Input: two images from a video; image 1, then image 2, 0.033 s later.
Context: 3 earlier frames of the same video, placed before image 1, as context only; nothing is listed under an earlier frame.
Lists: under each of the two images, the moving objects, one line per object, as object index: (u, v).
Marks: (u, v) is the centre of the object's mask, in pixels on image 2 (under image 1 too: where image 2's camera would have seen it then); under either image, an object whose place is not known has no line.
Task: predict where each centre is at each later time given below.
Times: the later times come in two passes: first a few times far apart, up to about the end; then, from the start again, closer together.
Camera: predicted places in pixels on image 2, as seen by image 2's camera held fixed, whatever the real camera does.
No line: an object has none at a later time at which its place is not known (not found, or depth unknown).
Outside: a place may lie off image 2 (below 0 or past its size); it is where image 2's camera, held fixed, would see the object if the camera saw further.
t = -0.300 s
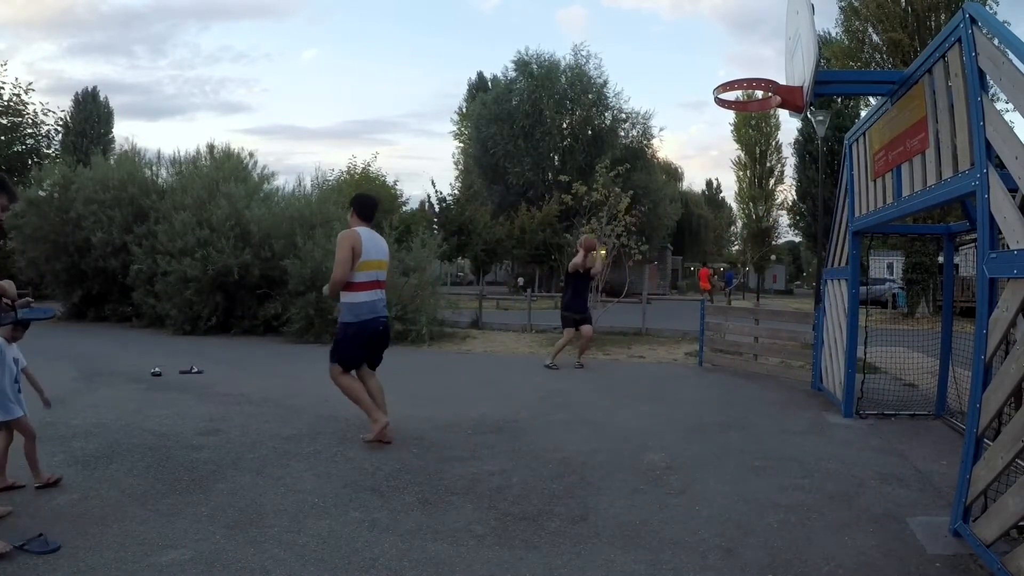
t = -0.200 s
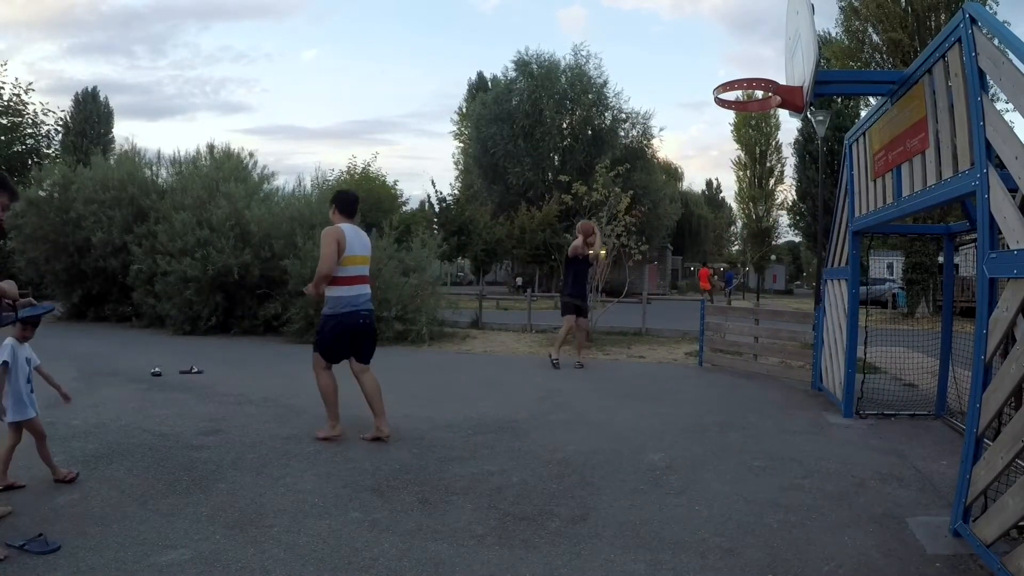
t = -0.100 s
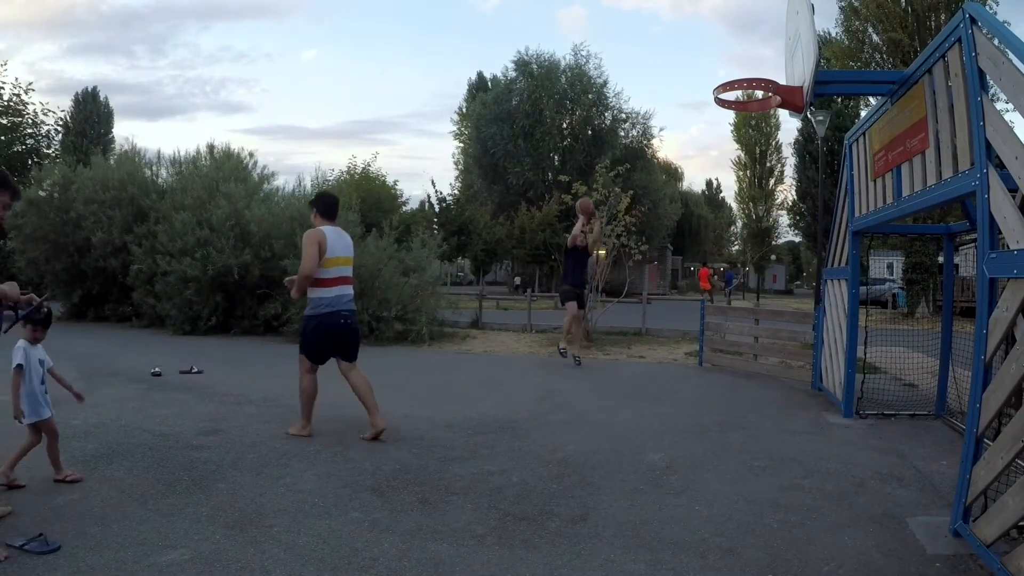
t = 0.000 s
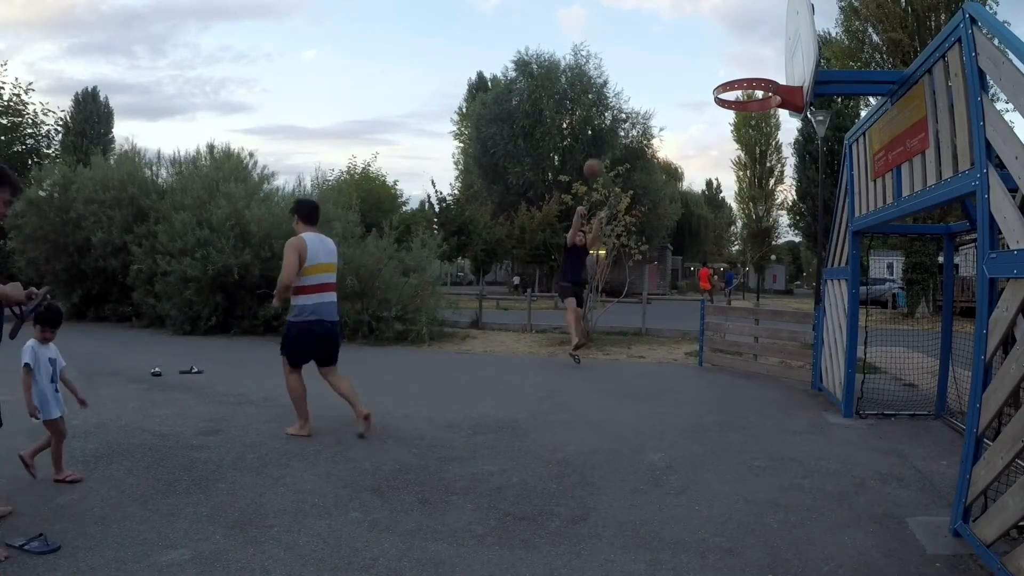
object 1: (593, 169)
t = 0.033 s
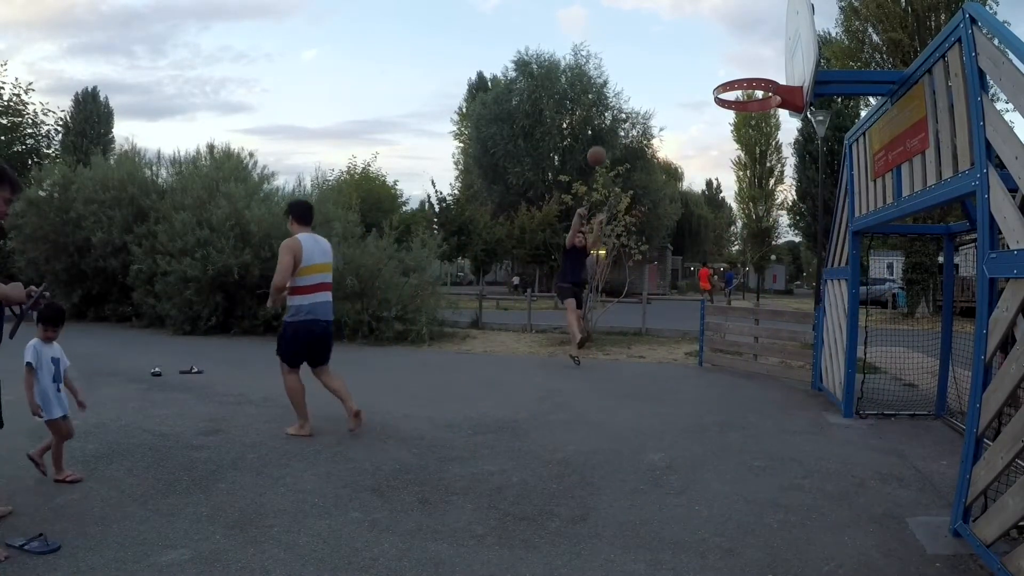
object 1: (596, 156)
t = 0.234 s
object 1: (621, 92)
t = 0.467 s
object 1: (657, 47)
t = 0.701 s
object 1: (710, 48)
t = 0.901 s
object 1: (744, 121)
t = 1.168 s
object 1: (690, 309)
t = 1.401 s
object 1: (656, 337)
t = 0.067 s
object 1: (601, 145)
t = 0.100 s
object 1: (604, 132)
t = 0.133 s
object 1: (607, 121)
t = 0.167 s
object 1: (613, 111)
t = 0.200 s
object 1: (616, 102)
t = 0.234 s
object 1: (621, 92)
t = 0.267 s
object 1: (626, 84)
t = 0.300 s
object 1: (630, 75)
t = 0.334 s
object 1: (635, 68)
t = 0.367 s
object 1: (640, 62)
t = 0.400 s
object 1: (646, 56)
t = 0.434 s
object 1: (651, 51)
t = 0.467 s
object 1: (657, 47)
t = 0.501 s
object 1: (663, 44)
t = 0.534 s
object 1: (670, 42)
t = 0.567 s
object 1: (677, 41)
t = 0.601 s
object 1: (684, 41)
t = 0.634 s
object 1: (692, 42)
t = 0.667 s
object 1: (701, 44)
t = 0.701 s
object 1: (710, 48)
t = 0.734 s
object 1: (719, 54)
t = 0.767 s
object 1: (729, 61)
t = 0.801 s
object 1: (740, 68)
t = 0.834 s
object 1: (752, 73)
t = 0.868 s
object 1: (752, 103)
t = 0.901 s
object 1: (744, 121)
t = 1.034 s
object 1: (717, 209)
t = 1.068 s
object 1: (710, 232)
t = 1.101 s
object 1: (703, 255)
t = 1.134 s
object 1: (697, 282)
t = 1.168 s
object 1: (690, 309)
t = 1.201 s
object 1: (685, 336)
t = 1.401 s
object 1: (656, 337)
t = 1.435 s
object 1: (652, 320)
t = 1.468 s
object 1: (649, 303)
